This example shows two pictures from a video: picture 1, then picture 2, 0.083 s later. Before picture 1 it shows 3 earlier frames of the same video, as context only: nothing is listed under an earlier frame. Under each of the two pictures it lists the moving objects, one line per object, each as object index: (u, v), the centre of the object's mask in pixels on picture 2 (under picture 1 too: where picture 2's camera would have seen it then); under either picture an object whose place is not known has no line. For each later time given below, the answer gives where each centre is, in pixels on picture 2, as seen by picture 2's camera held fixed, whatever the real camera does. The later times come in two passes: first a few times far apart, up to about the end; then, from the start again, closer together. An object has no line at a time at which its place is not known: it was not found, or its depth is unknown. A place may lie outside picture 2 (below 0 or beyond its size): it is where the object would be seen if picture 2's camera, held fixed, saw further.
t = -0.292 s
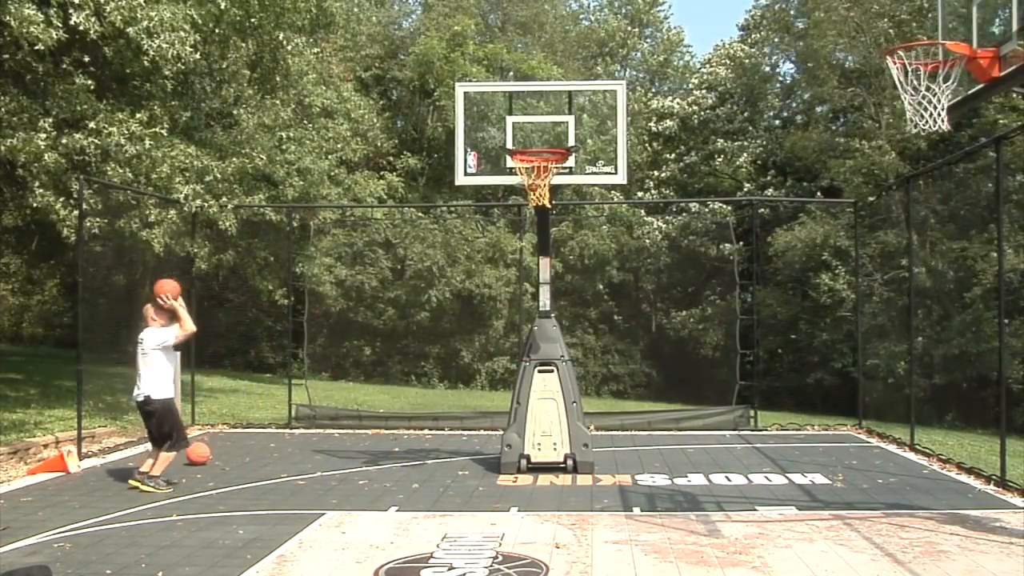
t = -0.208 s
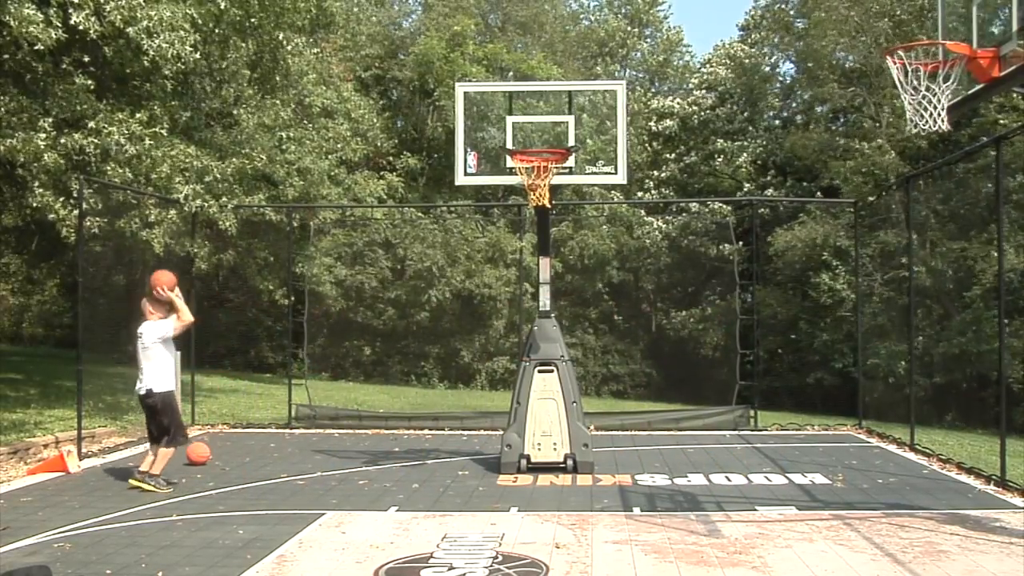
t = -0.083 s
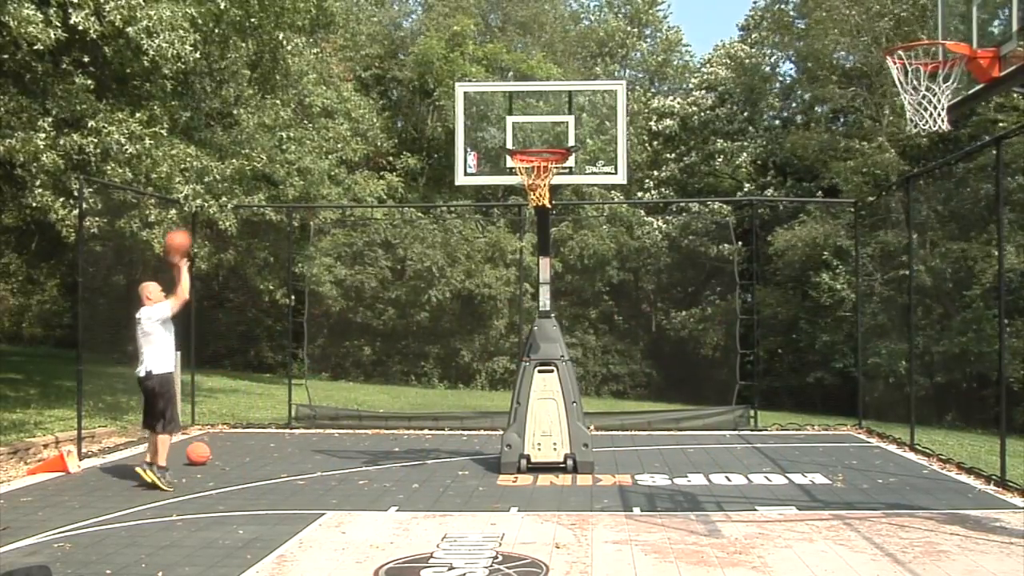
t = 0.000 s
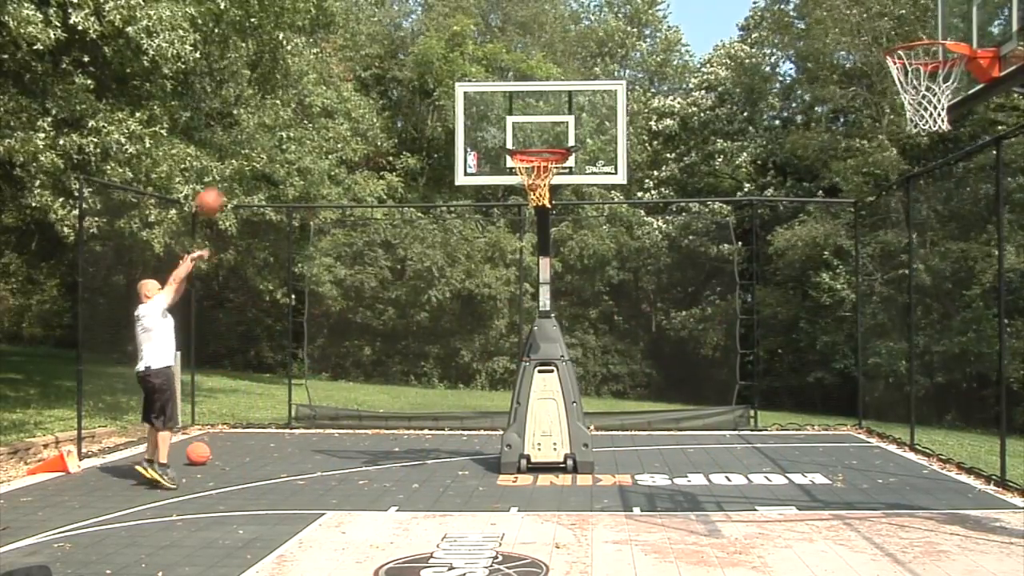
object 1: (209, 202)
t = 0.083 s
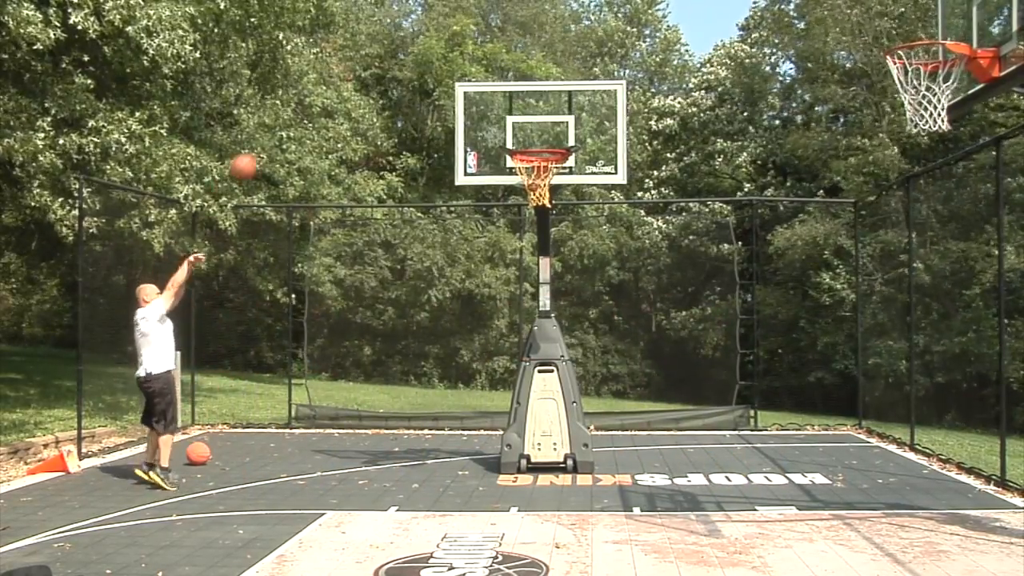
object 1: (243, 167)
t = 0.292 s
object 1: (328, 114)
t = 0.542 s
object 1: (430, 113)
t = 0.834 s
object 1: (443, 165)
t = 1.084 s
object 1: (367, 254)
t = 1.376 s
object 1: (286, 437)
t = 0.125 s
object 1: (261, 153)
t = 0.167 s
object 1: (277, 140)
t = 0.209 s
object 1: (294, 129)
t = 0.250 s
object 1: (311, 120)
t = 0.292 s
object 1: (328, 114)
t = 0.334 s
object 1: (345, 109)
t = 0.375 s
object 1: (362, 106)
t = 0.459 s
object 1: (396, 106)
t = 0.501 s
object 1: (413, 109)
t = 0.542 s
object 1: (430, 113)
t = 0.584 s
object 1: (446, 120)
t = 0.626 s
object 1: (464, 129)
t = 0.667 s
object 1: (483, 139)
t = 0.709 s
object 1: (485, 146)
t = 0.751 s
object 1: (472, 151)
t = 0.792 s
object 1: (456, 157)
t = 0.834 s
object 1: (443, 165)
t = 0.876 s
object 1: (431, 176)
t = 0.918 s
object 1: (419, 187)
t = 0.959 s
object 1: (405, 200)
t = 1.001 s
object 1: (393, 217)
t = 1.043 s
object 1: (380, 234)
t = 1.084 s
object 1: (367, 254)
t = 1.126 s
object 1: (356, 274)
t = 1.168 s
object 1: (344, 297)
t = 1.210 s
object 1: (331, 323)
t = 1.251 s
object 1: (320, 348)
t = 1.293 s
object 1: (309, 374)
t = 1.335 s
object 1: (298, 407)
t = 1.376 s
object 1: (286, 437)
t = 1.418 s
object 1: (275, 470)
